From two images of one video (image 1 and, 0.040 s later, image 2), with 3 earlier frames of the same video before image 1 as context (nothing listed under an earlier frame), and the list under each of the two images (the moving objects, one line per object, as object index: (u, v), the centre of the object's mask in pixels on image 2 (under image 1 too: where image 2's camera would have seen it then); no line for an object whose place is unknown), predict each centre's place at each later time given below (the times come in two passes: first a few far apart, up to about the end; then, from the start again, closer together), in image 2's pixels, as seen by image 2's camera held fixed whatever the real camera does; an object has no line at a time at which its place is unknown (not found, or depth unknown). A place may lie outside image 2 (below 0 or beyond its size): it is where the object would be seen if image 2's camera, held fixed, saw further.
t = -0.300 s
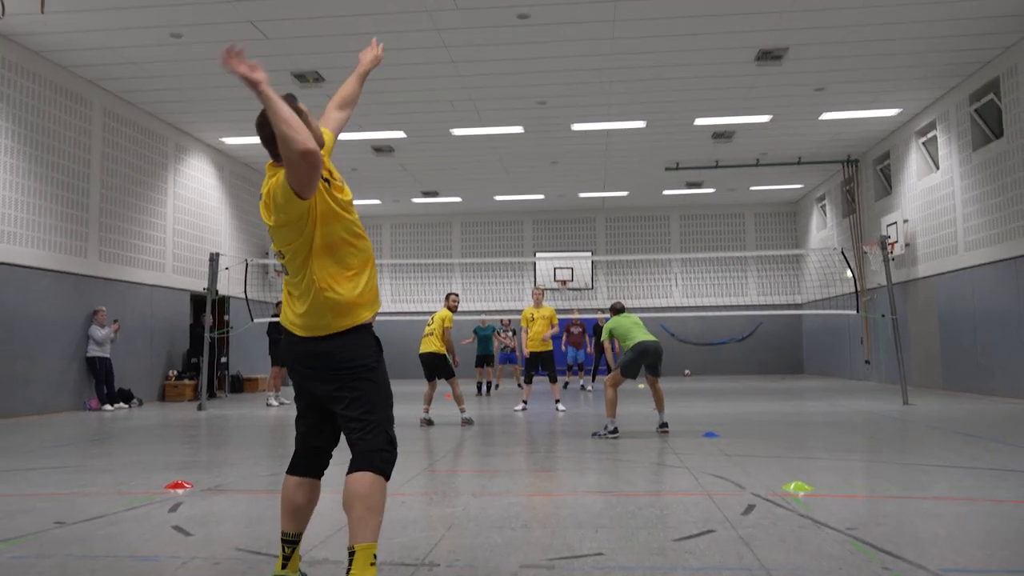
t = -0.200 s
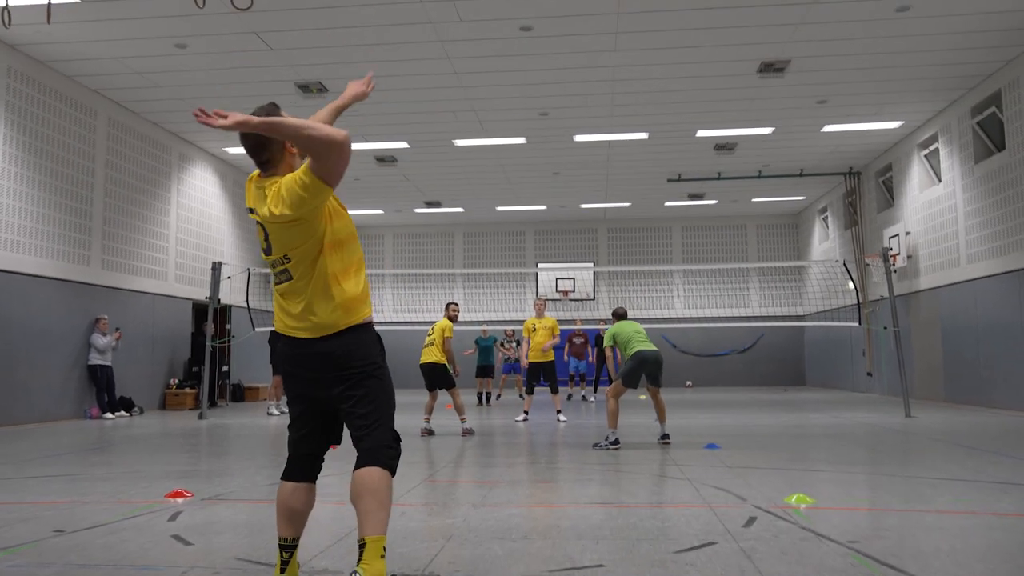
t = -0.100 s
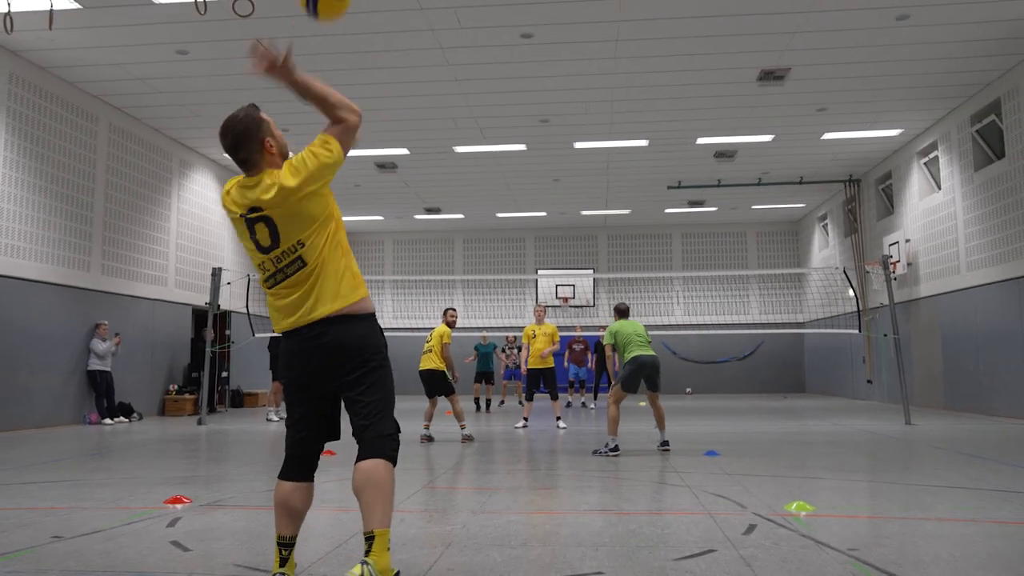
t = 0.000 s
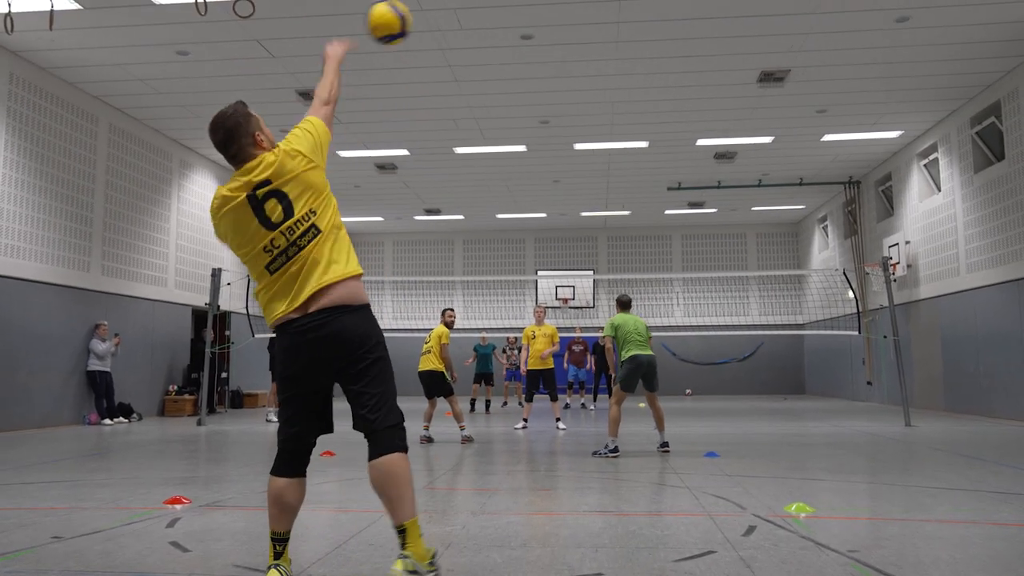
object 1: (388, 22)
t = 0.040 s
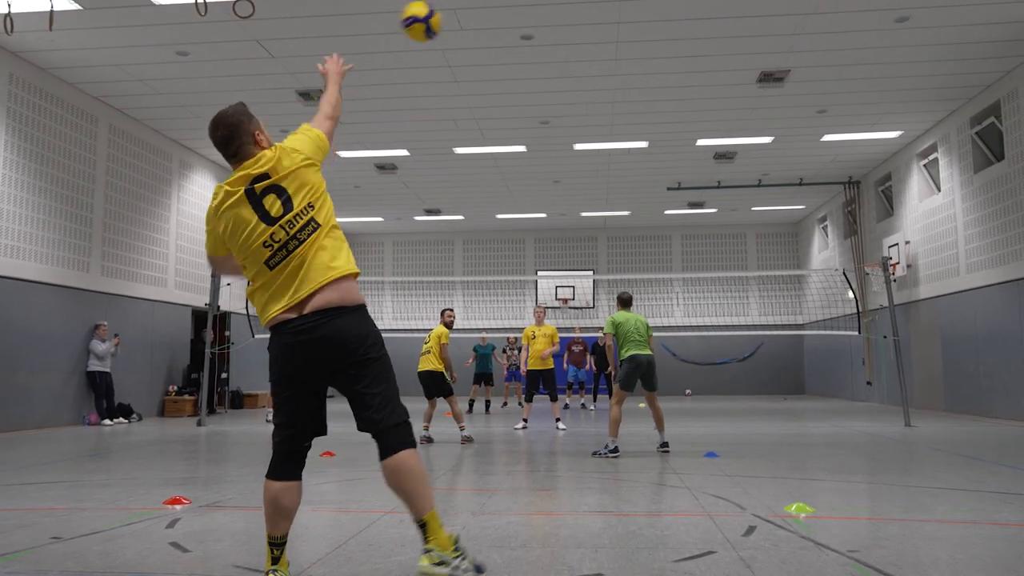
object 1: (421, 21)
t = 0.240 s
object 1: (519, 48)
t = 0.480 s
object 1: (572, 109)
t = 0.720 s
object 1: (604, 183)
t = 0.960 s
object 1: (626, 265)
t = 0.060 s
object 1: (435, 22)
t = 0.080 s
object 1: (448, 23)
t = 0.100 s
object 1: (460, 25)
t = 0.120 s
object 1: (470, 27)
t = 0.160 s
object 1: (489, 33)
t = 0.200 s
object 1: (505, 40)
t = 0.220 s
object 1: (512, 44)
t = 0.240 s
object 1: (519, 48)
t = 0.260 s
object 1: (525, 51)
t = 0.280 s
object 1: (530, 56)
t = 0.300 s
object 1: (536, 61)
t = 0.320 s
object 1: (541, 66)
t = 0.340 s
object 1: (546, 71)
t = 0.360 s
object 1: (550, 76)
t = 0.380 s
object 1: (554, 81)
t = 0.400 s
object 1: (558, 87)
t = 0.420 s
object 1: (562, 92)
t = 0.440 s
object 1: (566, 98)
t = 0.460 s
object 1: (569, 103)
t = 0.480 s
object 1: (572, 109)
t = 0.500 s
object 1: (575, 115)
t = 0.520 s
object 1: (579, 121)
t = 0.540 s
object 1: (581, 127)
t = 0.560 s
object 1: (584, 132)
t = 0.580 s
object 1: (587, 139)
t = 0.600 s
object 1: (590, 145)
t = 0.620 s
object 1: (592, 152)
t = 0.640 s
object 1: (595, 157)
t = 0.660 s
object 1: (597, 164)
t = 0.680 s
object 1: (600, 170)
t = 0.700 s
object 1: (602, 177)
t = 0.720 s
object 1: (604, 183)
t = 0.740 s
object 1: (606, 189)
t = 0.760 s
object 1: (609, 197)
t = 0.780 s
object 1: (611, 203)
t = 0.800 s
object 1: (612, 210)
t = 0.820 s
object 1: (614, 216)
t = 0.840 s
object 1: (616, 223)
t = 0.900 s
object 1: (621, 244)
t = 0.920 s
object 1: (623, 251)
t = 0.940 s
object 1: (624, 258)
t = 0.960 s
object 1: (626, 265)
